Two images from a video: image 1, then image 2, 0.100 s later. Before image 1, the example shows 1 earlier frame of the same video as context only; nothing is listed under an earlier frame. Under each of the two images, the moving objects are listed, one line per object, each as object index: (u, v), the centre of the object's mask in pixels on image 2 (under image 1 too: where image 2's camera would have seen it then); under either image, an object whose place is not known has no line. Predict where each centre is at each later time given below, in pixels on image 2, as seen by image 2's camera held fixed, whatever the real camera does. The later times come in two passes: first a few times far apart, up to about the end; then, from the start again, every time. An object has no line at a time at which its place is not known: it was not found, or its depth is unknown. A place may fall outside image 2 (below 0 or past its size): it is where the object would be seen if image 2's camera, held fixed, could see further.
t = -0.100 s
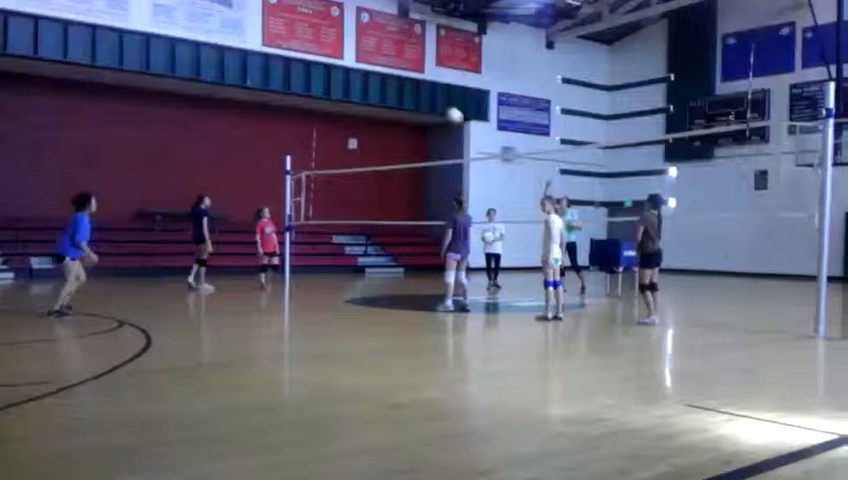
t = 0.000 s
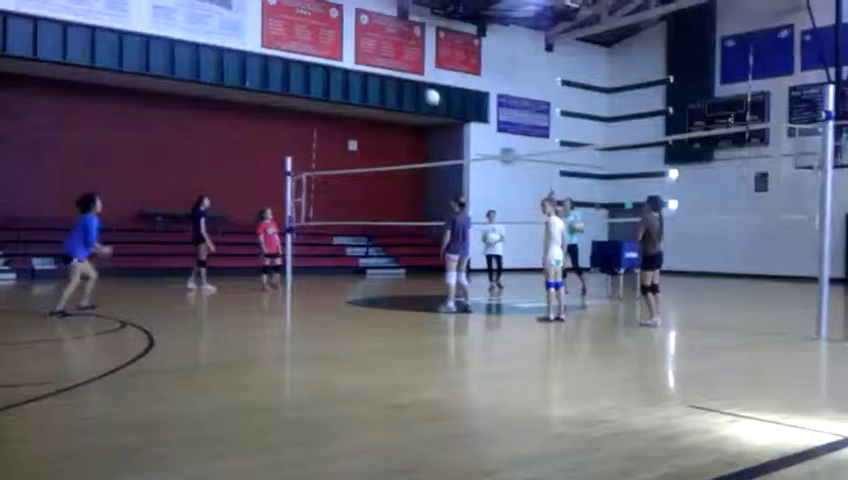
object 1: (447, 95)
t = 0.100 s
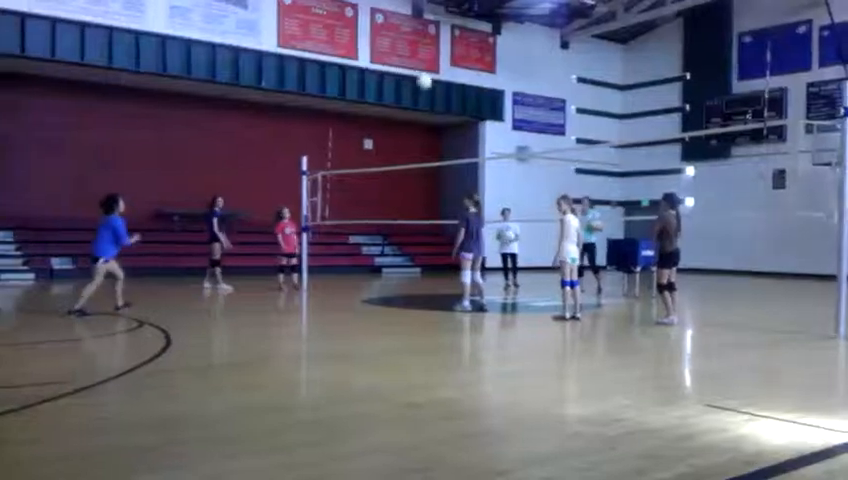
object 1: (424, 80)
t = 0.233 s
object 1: (392, 72)
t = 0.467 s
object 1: (333, 85)
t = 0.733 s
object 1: (258, 151)
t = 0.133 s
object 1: (416, 78)
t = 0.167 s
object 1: (409, 75)
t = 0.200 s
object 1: (401, 74)
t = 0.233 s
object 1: (392, 72)
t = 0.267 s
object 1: (385, 72)
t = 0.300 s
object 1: (376, 71)
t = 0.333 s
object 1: (368, 73)
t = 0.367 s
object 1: (358, 75)
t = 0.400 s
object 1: (350, 77)
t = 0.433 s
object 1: (342, 80)
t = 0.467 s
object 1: (333, 85)
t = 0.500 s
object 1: (324, 90)
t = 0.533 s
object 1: (314, 96)
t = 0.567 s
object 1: (305, 103)
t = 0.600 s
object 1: (296, 110)
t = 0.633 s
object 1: (286, 119)
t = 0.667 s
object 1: (277, 128)
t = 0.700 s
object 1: (268, 139)
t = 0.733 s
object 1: (258, 151)
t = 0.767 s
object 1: (248, 163)
